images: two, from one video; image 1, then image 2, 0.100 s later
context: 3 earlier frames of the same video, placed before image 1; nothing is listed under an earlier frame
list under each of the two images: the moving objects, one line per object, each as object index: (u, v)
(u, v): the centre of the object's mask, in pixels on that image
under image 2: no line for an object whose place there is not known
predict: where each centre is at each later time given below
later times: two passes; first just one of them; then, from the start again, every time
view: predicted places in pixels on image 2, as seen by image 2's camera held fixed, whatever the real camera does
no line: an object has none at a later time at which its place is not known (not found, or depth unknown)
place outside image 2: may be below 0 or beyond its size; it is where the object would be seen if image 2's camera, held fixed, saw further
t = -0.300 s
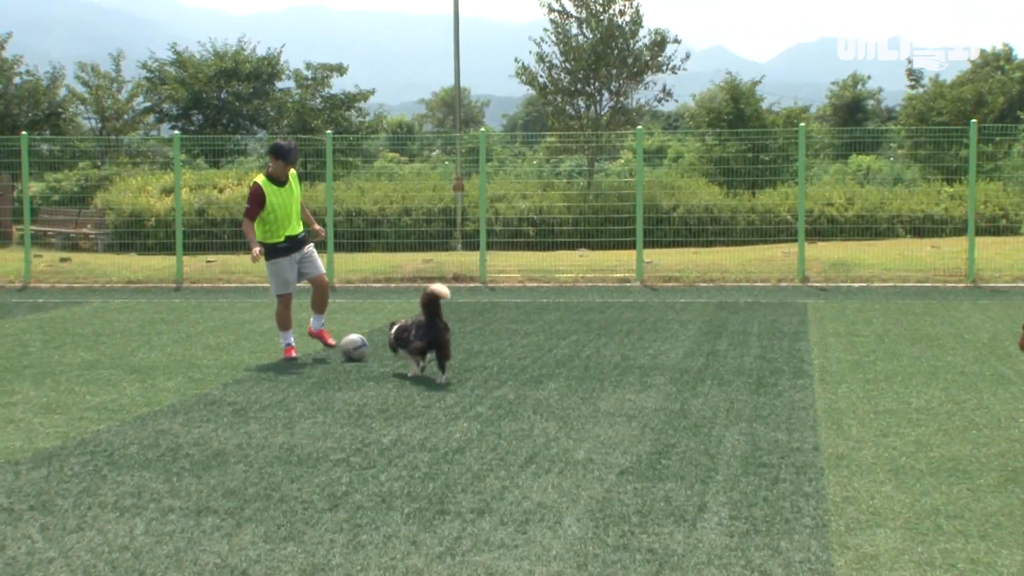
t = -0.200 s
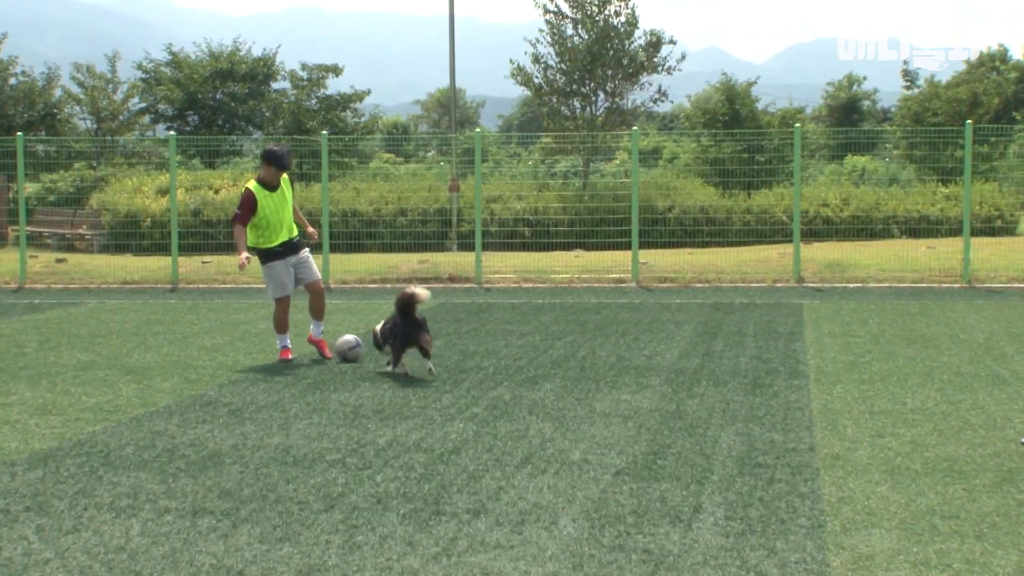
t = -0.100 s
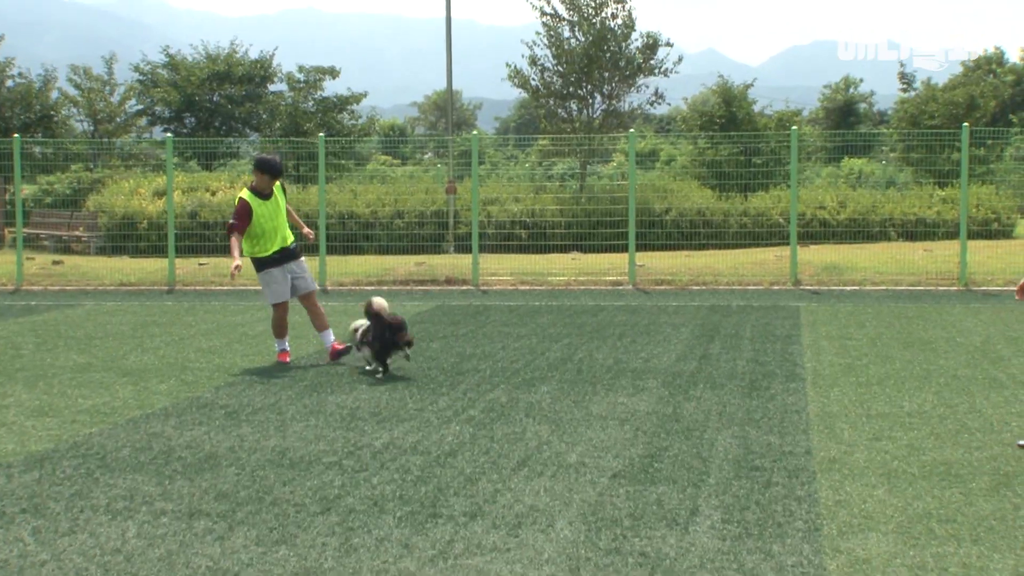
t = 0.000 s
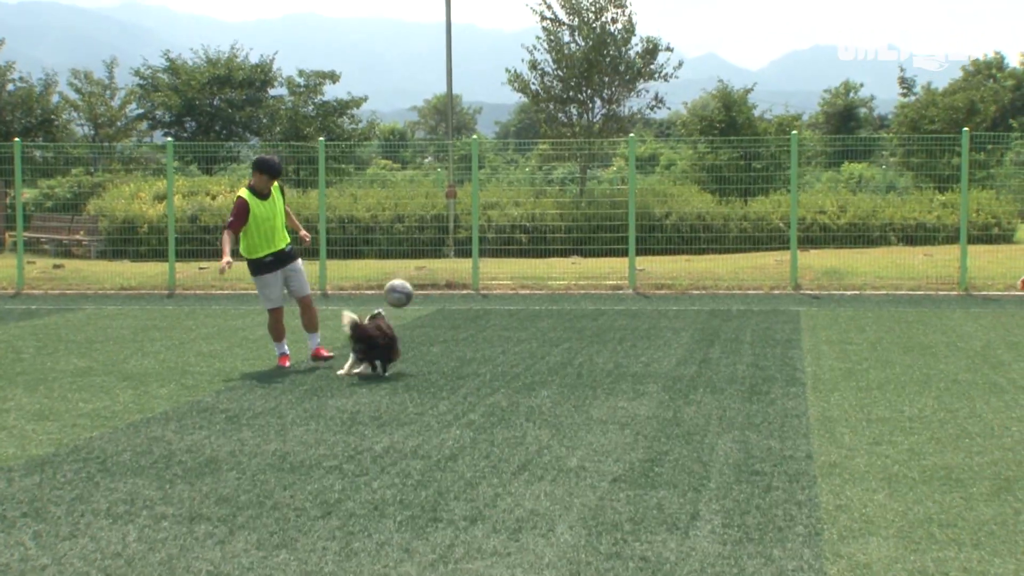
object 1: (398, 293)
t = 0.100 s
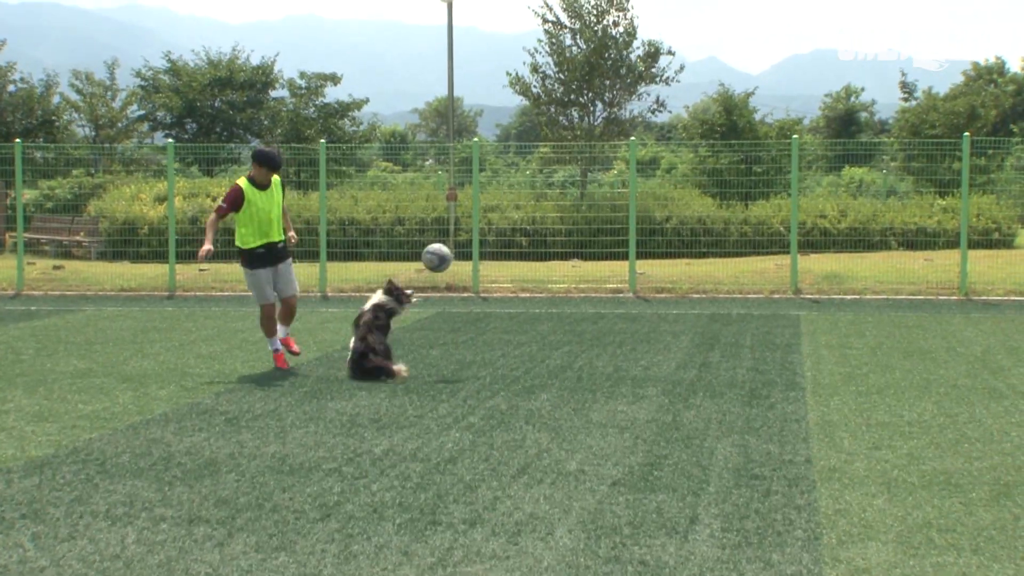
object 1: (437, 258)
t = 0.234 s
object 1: (488, 228)
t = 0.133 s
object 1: (450, 249)
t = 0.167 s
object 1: (462, 242)
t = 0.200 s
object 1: (476, 234)
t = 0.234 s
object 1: (488, 228)
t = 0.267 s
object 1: (502, 226)
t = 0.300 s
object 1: (514, 224)
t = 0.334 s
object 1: (524, 222)
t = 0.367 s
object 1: (535, 222)
